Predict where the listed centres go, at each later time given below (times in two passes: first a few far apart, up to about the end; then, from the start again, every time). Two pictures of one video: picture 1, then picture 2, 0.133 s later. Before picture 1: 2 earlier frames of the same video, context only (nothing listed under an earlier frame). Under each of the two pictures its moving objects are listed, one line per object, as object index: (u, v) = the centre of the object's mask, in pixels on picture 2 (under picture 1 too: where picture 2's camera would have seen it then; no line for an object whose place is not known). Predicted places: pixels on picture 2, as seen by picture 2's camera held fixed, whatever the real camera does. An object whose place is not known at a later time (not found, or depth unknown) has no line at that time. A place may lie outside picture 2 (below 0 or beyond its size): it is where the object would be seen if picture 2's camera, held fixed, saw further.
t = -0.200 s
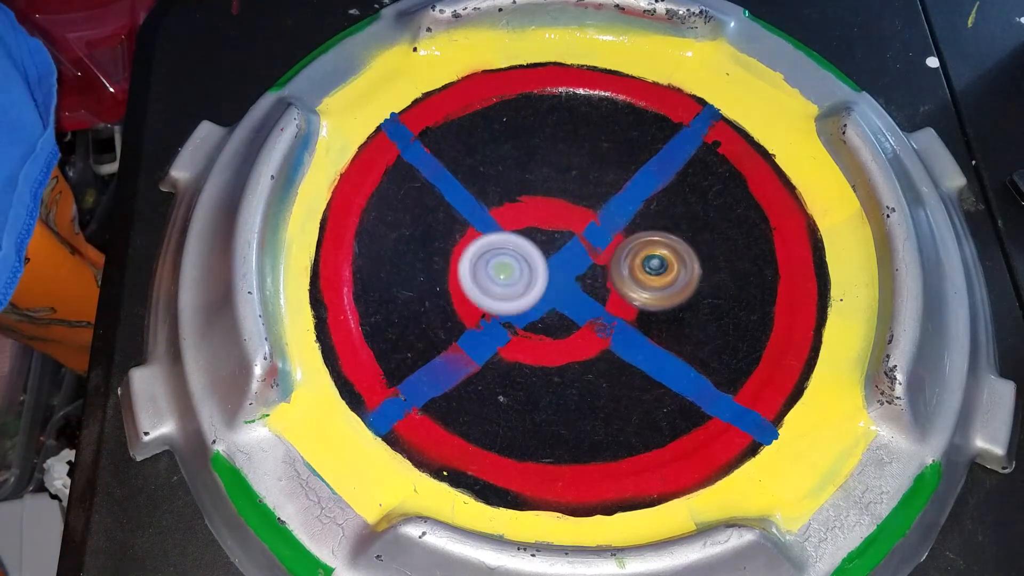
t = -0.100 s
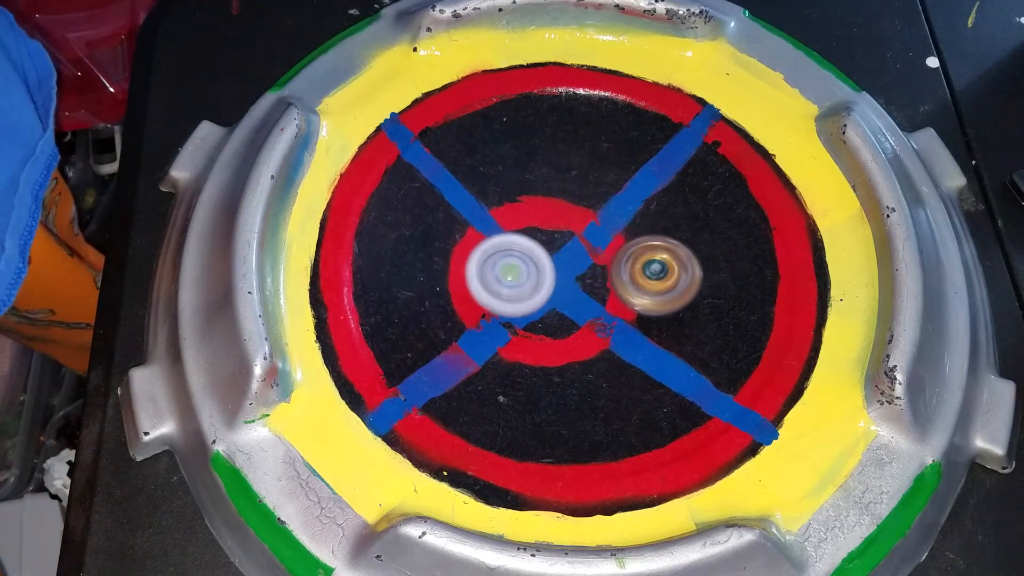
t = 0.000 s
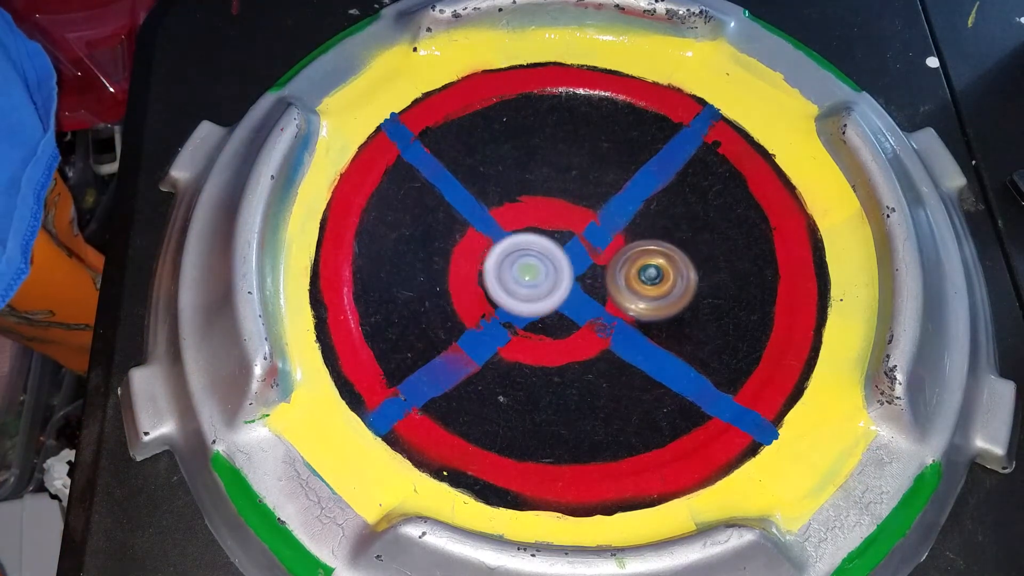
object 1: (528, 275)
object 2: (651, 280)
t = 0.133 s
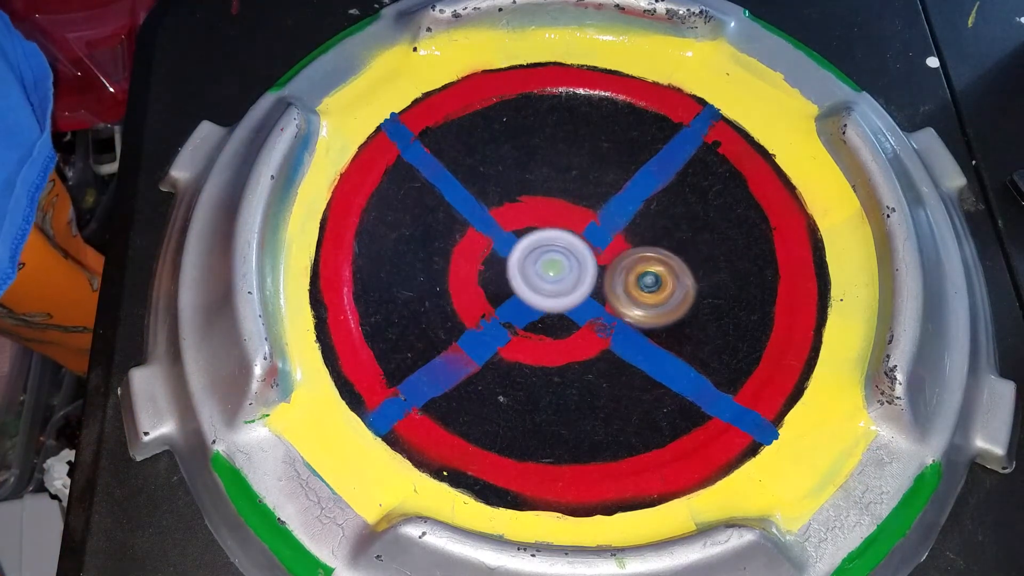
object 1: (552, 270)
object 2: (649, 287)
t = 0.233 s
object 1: (551, 270)
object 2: (655, 291)
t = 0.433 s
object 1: (553, 263)
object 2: (658, 303)
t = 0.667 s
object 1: (554, 259)
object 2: (640, 305)
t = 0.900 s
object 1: (520, 242)
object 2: (649, 317)
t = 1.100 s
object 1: (507, 248)
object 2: (635, 318)
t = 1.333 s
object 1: (521, 261)
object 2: (605, 314)
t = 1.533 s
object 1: (509, 265)
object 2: (607, 318)
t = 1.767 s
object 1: (515, 267)
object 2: (596, 317)
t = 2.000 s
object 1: (471, 236)
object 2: (623, 327)
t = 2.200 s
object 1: (476, 227)
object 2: (618, 325)
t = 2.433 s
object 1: (512, 231)
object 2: (597, 315)
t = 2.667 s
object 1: (516, 186)
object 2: (612, 358)
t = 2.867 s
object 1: (524, 188)
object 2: (600, 366)
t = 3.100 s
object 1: (547, 217)
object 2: (589, 363)
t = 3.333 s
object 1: (560, 264)
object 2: (576, 351)
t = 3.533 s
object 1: (555, 179)
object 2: (577, 413)
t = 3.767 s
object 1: (534, 164)
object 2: (564, 410)
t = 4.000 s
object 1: (527, 190)
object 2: (547, 397)
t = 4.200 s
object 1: (528, 228)
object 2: (518, 347)
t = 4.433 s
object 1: (545, 196)
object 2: (487, 353)
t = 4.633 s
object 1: (541, 200)
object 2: (489, 345)
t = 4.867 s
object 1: (542, 230)
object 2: (485, 336)
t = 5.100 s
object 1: (554, 240)
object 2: (498, 330)
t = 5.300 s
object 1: (570, 251)
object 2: (495, 329)
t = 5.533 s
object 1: (582, 249)
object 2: (497, 321)
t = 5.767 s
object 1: (580, 265)
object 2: (499, 307)
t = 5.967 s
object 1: (629, 251)
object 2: (442, 312)
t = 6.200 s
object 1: (651, 250)
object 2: (428, 303)
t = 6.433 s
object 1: (641, 265)
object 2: (437, 293)
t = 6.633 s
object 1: (603, 274)
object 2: (496, 266)
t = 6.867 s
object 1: (659, 289)
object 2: (477, 203)
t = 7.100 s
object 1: (653, 290)
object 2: (484, 198)
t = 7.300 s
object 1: (629, 280)
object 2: (501, 206)
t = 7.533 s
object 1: (656, 298)
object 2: (509, 209)
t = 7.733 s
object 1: (668, 301)
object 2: (519, 205)
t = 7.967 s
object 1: (645, 296)
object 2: (532, 206)
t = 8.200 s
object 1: (631, 303)
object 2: (539, 183)
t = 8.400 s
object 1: (630, 300)
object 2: (534, 176)
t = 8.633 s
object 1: (621, 282)
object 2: (542, 225)
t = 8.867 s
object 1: (656, 275)
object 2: (541, 279)
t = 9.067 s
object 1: (677, 276)
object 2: (559, 287)
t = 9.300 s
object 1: (666, 277)
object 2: (558, 275)
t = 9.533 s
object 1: (650, 265)
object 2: (514, 267)
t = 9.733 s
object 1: (641, 250)
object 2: (516, 283)
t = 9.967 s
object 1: (631, 227)
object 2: (559, 280)
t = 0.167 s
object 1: (549, 270)
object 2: (656, 289)
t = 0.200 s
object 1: (549, 270)
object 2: (657, 290)
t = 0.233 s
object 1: (551, 270)
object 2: (655, 291)
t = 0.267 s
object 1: (554, 270)
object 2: (654, 293)
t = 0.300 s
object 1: (559, 270)
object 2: (653, 294)
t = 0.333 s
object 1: (556, 268)
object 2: (658, 297)
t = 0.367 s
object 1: (553, 266)
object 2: (659, 299)
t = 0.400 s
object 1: (553, 264)
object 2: (658, 301)
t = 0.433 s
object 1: (553, 263)
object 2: (658, 303)
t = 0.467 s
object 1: (552, 262)
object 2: (657, 304)
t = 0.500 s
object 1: (552, 259)
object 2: (654, 305)
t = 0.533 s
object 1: (553, 258)
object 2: (653, 306)
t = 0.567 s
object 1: (554, 259)
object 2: (650, 306)
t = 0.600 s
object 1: (555, 260)
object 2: (647, 306)
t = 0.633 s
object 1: (556, 261)
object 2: (644, 305)
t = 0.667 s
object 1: (554, 259)
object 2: (640, 305)
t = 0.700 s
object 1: (554, 256)
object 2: (637, 306)
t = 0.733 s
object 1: (555, 257)
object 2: (634, 306)
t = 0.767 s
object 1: (544, 251)
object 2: (644, 311)
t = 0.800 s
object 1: (534, 245)
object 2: (652, 316)
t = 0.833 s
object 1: (528, 242)
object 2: (654, 317)
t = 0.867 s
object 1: (524, 242)
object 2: (652, 316)
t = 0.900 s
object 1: (520, 242)
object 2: (649, 317)
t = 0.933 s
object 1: (516, 243)
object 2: (646, 318)
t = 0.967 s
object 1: (513, 242)
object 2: (643, 319)
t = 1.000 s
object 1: (511, 244)
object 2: (641, 319)
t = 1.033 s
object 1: (509, 245)
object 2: (639, 319)
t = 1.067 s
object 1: (507, 247)
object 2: (636, 318)
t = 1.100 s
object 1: (507, 248)
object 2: (635, 318)
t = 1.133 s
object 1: (508, 251)
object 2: (632, 318)
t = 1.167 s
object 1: (510, 253)
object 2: (627, 318)
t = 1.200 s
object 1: (513, 256)
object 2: (623, 316)
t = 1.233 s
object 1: (514, 258)
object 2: (618, 316)
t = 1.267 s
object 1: (515, 259)
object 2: (615, 315)
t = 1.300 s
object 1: (518, 261)
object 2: (610, 315)
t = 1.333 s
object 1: (521, 261)
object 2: (605, 314)
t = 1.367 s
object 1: (523, 262)
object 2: (605, 313)
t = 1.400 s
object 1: (522, 262)
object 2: (605, 314)
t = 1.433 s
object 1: (522, 266)
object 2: (603, 313)
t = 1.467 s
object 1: (516, 266)
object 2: (607, 316)
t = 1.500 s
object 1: (512, 265)
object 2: (609, 317)
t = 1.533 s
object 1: (509, 265)
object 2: (607, 318)
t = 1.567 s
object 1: (509, 265)
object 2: (606, 319)
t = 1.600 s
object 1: (510, 265)
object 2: (605, 318)
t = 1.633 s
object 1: (511, 265)
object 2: (603, 318)
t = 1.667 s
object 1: (510, 265)
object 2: (601, 318)
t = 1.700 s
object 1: (511, 265)
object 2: (599, 318)
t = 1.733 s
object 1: (513, 266)
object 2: (597, 318)
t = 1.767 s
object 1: (515, 267)
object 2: (596, 317)
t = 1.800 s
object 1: (516, 267)
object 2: (597, 317)
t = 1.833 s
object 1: (500, 256)
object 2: (612, 323)
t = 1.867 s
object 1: (487, 247)
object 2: (621, 326)
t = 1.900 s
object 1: (480, 242)
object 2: (623, 326)
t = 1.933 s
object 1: (477, 240)
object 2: (623, 327)
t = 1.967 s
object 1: (474, 238)
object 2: (623, 327)
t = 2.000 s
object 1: (471, 236)
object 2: (623, 327)
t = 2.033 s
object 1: (469, 235)
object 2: (623, 327)
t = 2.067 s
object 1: (469, 233)
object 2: (622, 327)
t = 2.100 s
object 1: (469, 232)
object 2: (621, 327)
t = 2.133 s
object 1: (470, 230)
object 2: (620, 326)
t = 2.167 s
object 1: (473, 228)
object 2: (619, 326)
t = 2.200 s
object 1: (476, 227)
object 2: (618, 325)
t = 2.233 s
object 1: (480, 226)
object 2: (616, 323)
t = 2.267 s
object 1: (485, 225)
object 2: (613, 322)
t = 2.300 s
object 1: (489, 225)
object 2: (611, 320)
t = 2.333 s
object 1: (495, 226)
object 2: (609, 318)
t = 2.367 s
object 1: (500, 228)
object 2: (604, 317)
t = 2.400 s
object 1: (506, 229)
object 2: (601, 316)
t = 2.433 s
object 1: (512, 231)
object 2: (597, 315)
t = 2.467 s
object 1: (518, 233)
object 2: (593, 312)
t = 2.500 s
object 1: (524, 235)
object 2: (589, 309)
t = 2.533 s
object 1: (531, 237)
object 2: (584, 308)
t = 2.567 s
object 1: (526, 224)
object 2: (595, 324)
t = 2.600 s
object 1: (520, 204)
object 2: (605, 342)
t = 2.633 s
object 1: (517, 192)
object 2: (611, 353)
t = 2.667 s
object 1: (516, 186)
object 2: (612, 358)
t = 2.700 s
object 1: (516, 183)
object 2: (610, 360)
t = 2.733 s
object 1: (517, 183)
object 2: (608, 362)
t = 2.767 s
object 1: (518, 183)
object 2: (605, 363)
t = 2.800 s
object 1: (519, 184)
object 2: (603, 364)
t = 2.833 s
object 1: (522, 186)
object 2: (602, 366)
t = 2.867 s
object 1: (524, 188)
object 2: (600, 366)
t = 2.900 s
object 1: (527, 191)
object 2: (599, 367)
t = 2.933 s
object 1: (530, 194)
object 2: (597, 367)
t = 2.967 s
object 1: (533, 197)
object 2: (595, 367)
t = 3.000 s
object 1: (536, 202)
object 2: (594, 367)
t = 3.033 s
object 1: (540, 206)
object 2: (592, 366)
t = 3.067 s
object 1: (544, 211)
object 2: (591, 364)
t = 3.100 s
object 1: (547, 217)
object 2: (589, 363)
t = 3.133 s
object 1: (550, 223)
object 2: (589, 363)
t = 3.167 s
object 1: (553, 230)
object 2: (588, 361)
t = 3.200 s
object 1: (554, 237)
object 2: (586, 360)
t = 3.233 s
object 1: (555, 245)
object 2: (584, 358)
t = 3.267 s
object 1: (557, 252)
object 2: (581, 356)
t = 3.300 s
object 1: (557, 258)
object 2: (579, 354)
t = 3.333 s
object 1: (560, 264)
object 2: (576, 351)
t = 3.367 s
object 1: (561, 258)
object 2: (577, 361)
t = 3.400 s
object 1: (562, 231)
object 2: (581, 387)
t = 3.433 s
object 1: (561, 208)
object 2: (583, 403)
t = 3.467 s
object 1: (560, 192)
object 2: (583, 411)
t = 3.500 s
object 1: (558, 183)
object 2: (580, 413)
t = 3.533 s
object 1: (555, 179)
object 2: (577, 413)
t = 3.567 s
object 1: (551, 175)
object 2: (574, 413)
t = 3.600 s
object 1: (547, 172)
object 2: (572, 414)
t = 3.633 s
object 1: (544, 169)
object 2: (570, 413)
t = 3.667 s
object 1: (541, 167)
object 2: (568, 412)
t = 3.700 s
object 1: (538, 166)
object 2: (567, 410)
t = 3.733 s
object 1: (536, 165)
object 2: (565, 410)
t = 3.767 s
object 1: (534, 164)
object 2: (564, 410)
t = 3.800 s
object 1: (532, 165)
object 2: (562, 409)
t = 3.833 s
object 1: (530, 167)
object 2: (559, 409)
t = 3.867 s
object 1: (529, 170)
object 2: (557, 408)
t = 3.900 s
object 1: (528, 173)
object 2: (554, 406)
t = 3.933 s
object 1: (528, 178)
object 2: (552, 403)
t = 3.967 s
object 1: (527, 185)
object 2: (549, 400)
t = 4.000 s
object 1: (527, 190)
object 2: (547, 397)
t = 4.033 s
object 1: (527, 196)
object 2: (544, 392)
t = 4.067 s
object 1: (527, 202)
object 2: (540, 386)
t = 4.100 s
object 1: (527, 209)
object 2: (535, 378)
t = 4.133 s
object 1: (527, 215)
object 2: (529, 369)
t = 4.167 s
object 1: (527, 221)
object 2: (524, 359)
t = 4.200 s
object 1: (528, 228)
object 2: (518, 347)
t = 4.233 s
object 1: (527, 235)
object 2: (513, 335)
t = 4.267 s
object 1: (526, 242)
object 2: (508, 322)
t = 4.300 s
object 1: (531, 229)
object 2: (500, 331)
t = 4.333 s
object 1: (538, 212)
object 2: (493, 343)
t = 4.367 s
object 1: (545, 202)
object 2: (488, 350)
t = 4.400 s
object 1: (547, 197)
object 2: (487, 353)
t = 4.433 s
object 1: (545, 196)
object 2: (487, 353)
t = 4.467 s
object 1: (544, 195)
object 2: (487, 351)
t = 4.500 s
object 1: (543, 195)
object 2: (487, 349)
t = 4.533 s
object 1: (542, 196)
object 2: (488, 348)
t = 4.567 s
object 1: (541, 197)
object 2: (489, 347)
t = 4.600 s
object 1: (541, 199)
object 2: (489, 346)
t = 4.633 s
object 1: (541, 200)
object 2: (489, 345)
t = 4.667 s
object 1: (539, 203)
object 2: (487, 344)
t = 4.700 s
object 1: (542, 207)
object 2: (485, 343)
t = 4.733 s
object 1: (543, 211)
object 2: (485, 342)
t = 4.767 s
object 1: (541, 216)
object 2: (484, 342)
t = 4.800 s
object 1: (541, 220)
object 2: (484, 341)
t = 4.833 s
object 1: (542, 225)
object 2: (484, 339)
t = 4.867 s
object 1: (542, 230)
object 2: (485, 336)
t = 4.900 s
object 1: (542, 235)
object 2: (489, 332)
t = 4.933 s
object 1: (539, 241)
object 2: (494, 328)
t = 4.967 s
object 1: (537, 246)
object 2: (496, 324)
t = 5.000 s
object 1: (540, 249)
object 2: (496, 323)
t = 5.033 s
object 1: (547, 240)
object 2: (494, 332)
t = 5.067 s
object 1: (551, 237)
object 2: (495, 333)
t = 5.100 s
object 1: (554, 240)
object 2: (498, 330)
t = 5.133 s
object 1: (554, 244)
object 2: (498, 327)
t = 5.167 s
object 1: (555, 248)
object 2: (498, 325)
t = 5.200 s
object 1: (555, 250)
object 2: (499, 324)
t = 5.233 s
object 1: (556, 254)
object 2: (501, 321)
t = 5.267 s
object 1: (561, 256)
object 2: (500, 322)
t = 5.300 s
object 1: (570, 251)
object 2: (495, 329)
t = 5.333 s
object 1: (574, 250)
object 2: (495, 331)
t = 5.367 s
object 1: (576, 249)
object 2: (496, 328)
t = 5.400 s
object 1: (579, 248)
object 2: (497, 326)
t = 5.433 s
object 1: (582, 248)
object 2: (496, 324)
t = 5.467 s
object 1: (582, 247)
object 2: (496, 321)
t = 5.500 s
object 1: (582, 248)
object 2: (495, 320)
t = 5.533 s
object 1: (582, 249)
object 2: (497, 321)
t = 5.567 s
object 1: (581, 251)
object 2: (498, 320)
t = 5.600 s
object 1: (582, 252)
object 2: (498, 318)
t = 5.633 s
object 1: (582, 255)
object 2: (498, 316)
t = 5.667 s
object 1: (582, 257)
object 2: (499, 314)
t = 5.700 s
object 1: (582, 259)
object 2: (499, 312)
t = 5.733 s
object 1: (582, 263)
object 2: (499, 310)
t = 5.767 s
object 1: (580, 265)
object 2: (499, 307)
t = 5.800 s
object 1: (578, 267)
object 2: (499, 306)
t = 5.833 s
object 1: (579, 269)
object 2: (498, 307)
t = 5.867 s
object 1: (592, 266)
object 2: (486, 312)
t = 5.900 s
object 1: (612, 258)
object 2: (467, 315)
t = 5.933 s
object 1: (623, 252)
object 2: (453, 314)
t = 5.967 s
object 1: (629, 251)
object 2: (442, 312)
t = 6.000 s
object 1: (633, 250)
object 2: (435, 309)
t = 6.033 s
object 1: (636, 248)
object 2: (433, 309)
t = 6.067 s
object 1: (640, 247)
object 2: (430, 307)
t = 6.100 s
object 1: (643, 248)
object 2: (429, 305)
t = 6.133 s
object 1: (647, 248)
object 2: (429, 304)
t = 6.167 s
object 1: (650, 249)
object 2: (428, 304)
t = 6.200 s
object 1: (651, 250)
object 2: (428, 303)
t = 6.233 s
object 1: (652, 252)
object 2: (430, 301)
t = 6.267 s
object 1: (653, 254)
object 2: (429, 299)
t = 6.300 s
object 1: (653, 255)
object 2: (428, 299)
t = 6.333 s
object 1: (651, 258)
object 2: (432, 299)
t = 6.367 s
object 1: (647, 261)
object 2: (434, 297)
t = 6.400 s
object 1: (644, 263)
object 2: (434, 295)
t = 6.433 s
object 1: (641, 265)
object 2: (437, 293)
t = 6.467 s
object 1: (637, 268)
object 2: (442, 290)
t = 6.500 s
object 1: (630, 271)
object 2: (449, 287)
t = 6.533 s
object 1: (624, 271)
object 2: (460, 282)
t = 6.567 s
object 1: (618, 271)
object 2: (471, 277)
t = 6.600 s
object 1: (612, 272)
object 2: (483, 272)
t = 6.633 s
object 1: (603, 274)
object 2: (496, 266)
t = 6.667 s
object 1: (598, 273)
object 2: (506, 259)
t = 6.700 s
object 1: (619, 277)
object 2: (495, 246)
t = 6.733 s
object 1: (640, 282)
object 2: (486, 235)
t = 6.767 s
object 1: (653, 287)
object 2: (482, 224)
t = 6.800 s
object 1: (658, 292)
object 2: (479, 213)
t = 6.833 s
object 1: (658, 292)
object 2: (478, 207)
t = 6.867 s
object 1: (659, 289)
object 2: (477, 203)
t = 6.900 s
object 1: (661, 289)
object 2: (477, 201)
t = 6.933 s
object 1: (662, 290)
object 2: (478, 201)
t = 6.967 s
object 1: (662, 289)
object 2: (479, 200)
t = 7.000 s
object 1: (660, 289)
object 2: (482, 199)
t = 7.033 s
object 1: (660, 289)
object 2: (482, 198)
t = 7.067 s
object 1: (657, 290)
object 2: (483, 197)
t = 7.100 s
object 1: (653, 290)
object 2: (484, 198)
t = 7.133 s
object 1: (651, 289)
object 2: (486, 199)
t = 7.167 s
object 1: (646, 288)
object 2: (489, 199)
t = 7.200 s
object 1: (642, 286)
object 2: (490, 199)
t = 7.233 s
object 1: (639, 284)
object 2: (491, 200)
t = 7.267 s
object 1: (634, 283)
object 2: (495, 202)
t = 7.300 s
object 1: (629, 280)
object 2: (501, 206)
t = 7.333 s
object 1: (626, 277)
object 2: (508, 210)
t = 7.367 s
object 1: (621, 274)
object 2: (518, 215)
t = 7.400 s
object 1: (616, 270)
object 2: (528, 220)
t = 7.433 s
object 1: (622, 273)
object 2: (530, 221)
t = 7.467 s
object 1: (642, 284)
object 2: (519, 212)
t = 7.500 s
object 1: (651, 291)
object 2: (511, 208)
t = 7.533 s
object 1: (656, 298)
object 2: (509, 209)
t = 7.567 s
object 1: (659, 297)
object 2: (510, 209)
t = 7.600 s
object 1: (662, 297)
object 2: (514, 208)
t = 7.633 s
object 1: (666, 296)
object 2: (514, 206)
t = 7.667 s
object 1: (667, 298)
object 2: (515, 206)
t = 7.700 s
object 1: (669, 299)
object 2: (517, 207)
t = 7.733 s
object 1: (668, 301)
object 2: (519, 205)
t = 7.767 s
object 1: (667, 302)
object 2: (520, 205)
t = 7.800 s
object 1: (663, 302)
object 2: (521, 205)
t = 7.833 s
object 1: (660, 302)
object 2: (524, 206)
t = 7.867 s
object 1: (658, 300)
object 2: (526, 205)
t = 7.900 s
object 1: (653, 300)
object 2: (527, 205)
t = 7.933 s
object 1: (651, 298)
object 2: (529, 206)
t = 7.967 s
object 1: (645, 296)
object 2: (532, 206)
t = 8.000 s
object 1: (640, 293)
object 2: (539, 208)
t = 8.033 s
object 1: (632, 288)
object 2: (545, 210)
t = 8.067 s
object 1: (622, 283)
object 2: (553, 213)
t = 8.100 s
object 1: (620, 281)
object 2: (558, 212)
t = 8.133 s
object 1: (627, 290)
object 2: (548, 201)
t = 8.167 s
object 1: (631, 299)
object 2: (540, 191)
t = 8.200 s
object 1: (631, 303)
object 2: (539, 183)
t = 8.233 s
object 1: (630, 302)
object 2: (536, 177)
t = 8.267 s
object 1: (632, 301)
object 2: (535, 172)
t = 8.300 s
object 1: (633, 302)
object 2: (531, 172)
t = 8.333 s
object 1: (633, 302)
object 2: (531, 173)
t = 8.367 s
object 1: (630, 301)
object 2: (532, 175)
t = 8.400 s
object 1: (630, 300)
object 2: (534, 176)
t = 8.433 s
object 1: (629, 298)
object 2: (535, 179)
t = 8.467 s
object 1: (627, 296)
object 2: (537, 182)
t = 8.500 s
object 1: (626, 294)
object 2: (536, 187)
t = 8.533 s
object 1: (626, 291)
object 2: (537, 195)
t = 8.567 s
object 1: (624, 289)
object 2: (536, 205)
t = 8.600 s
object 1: (623, 286)
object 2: (539, 215)
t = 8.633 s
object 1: (621, 282)
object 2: (542, 225)
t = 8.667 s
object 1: (622, 279)
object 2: (547, 239)
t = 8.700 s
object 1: (631, 282)
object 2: (543, 247)
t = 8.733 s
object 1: (634, 280)
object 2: (544, 255)
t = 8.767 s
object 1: (637, 279)
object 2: (545, 262)
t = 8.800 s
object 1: (637, 275)
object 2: (548, 269)
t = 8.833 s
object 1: (645, 276)
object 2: (546, 275)
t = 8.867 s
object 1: (656, 275)
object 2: (541, 279)
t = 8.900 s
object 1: (665, 274)
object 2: (542, 280)
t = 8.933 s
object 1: (671, 273)
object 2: (543, 280)
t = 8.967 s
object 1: (679, 273)
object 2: (546, 284)
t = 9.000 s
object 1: (680, 275)
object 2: (550, 287)
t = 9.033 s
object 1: (680, 275)
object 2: (553, 287)
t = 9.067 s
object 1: (677, 276)
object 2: (559, 287)
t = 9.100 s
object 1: (677, 274)
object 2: (561, 286)
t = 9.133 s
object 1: (675, 276)
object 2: (566, 286)
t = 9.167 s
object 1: (671, 277)
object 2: (566, 283)
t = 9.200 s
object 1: (667, 277)
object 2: (570, 280)
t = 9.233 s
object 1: (665, 277)
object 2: (568, 277)
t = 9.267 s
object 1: (662, 278)
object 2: (566, 276)
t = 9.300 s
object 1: (666, 277)
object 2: (558, 275)
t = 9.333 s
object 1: (667, 279)
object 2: (550, 274)
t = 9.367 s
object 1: (663, 280)
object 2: (543, 271)
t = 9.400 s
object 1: (658, 274)
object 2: (535, 265)
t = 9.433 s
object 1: (656, 272)
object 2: (525, 264)
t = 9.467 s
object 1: (653, 269)
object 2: (520, 264)
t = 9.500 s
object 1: (653, 267)
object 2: (518, 265)
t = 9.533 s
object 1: (650, 265)
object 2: (514, 267)
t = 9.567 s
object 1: (649, 264)
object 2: (510, 269)
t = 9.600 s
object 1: (648, 263)
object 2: (511, 272)
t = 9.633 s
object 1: (646, 260)
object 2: (510, 274)
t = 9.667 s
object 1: (645, 258)
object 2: (513, 276)
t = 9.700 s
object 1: (642, 254)
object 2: (513, 279)
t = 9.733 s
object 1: (641, 250)
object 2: (516, 283)
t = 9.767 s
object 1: (637, 246)
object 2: (520, 284)
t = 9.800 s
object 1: (635, 242)
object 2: (524, 287)
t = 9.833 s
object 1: (636, 240)
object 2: (529, 288)
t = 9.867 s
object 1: (634, 236)
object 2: (536, 287)
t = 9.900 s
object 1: (632, 234)
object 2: (545, 285)
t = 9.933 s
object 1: (629, 231)
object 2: (553, 283)
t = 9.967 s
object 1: (631, 227)
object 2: (559, 280)
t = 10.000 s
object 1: (636, 226)
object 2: (561, 278)
